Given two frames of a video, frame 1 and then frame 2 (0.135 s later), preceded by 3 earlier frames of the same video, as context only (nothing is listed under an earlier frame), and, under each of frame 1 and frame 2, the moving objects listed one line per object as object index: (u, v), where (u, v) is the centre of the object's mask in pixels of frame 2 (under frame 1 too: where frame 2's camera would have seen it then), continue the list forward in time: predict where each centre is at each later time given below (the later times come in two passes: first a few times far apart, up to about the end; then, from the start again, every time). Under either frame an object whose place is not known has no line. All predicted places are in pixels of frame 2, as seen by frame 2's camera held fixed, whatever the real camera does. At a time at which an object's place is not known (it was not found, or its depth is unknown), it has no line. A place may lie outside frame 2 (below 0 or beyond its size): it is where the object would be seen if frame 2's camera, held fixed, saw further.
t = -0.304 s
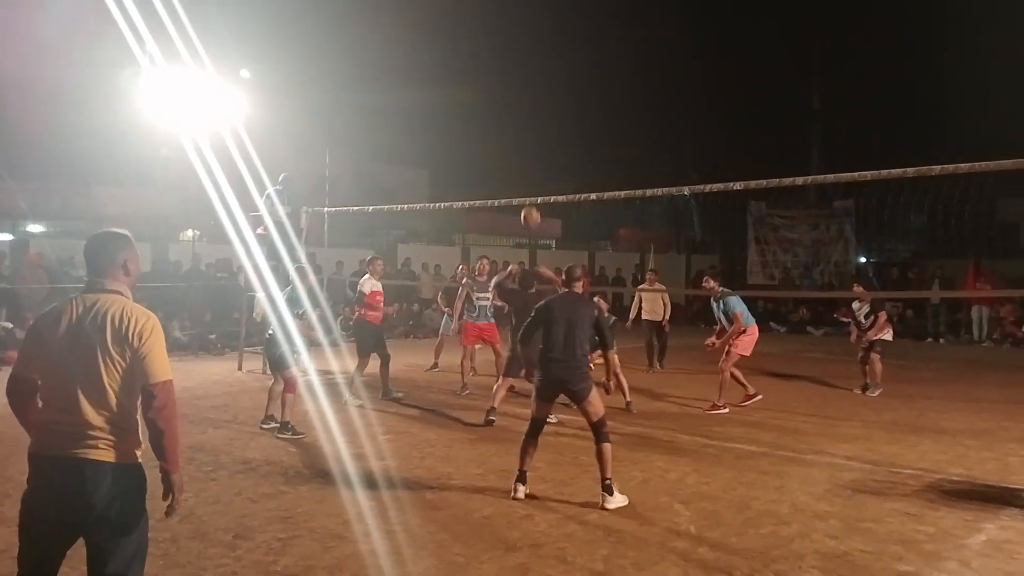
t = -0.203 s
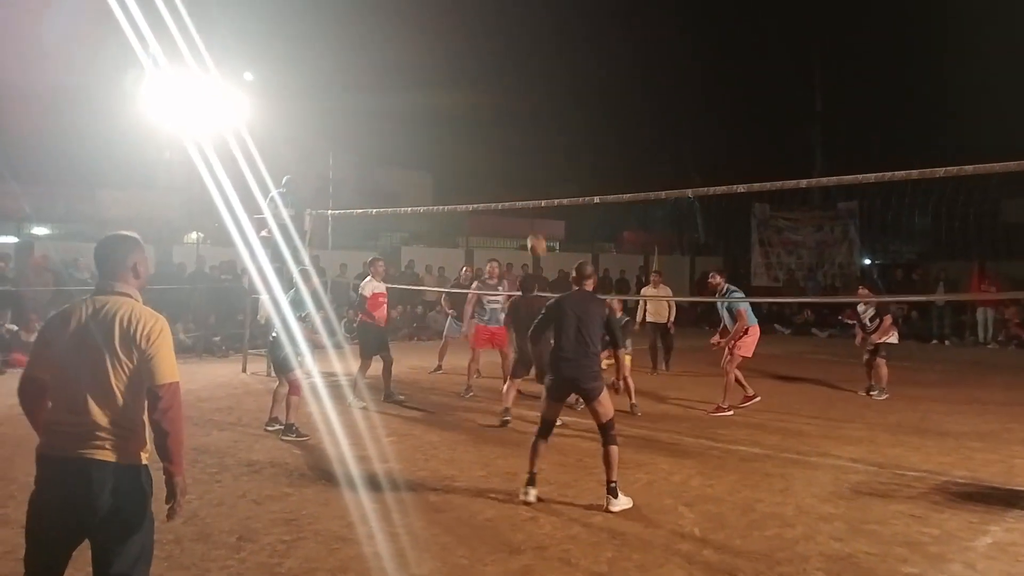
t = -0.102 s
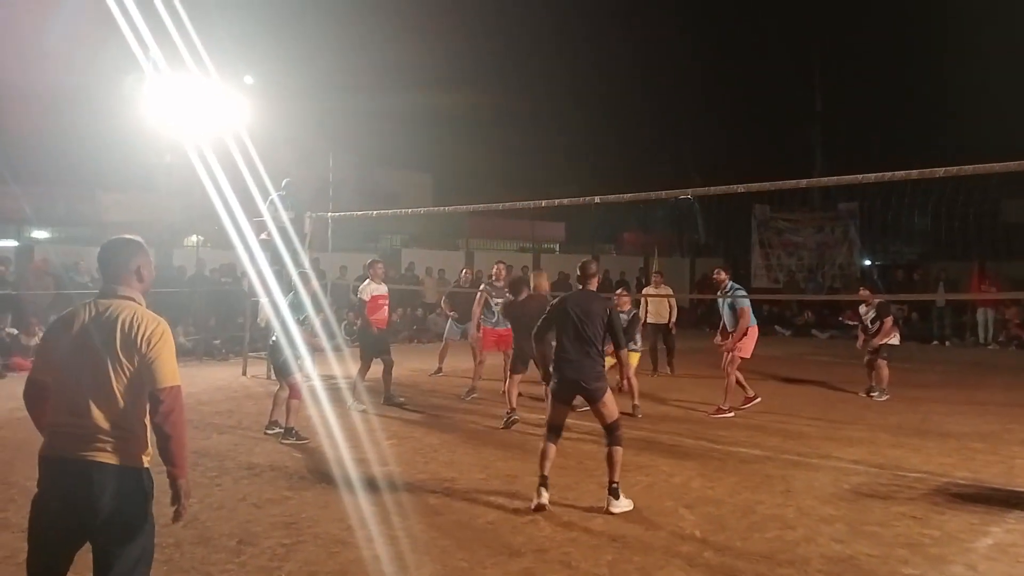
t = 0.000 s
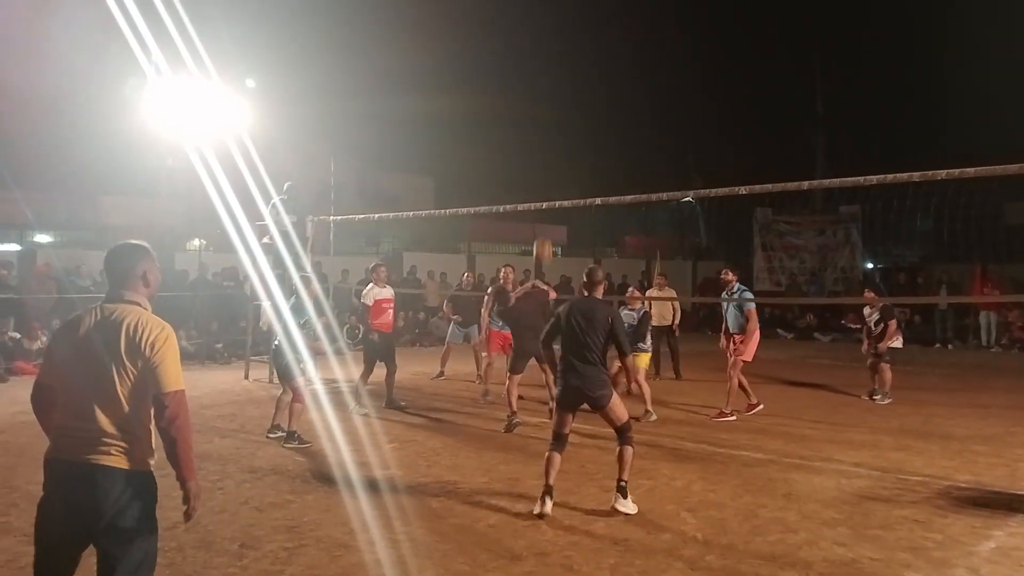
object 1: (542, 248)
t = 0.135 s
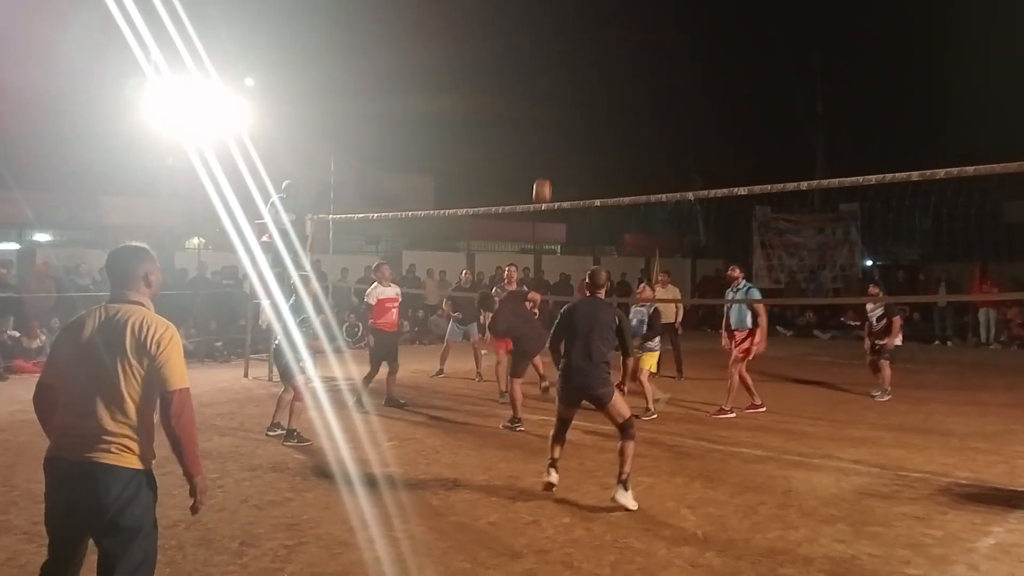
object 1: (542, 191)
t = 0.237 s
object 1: (543, 160)
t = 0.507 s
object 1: (545, 124)
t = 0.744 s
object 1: (547, 141)
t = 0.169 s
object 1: (543, 179)
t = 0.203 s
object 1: (543, 169)
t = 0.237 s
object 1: (543, 160)
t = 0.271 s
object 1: (543, 151)
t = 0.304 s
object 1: (544, 146)
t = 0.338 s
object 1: (544, 139)
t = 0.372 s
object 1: (544, 134)
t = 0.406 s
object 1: (545, 129)
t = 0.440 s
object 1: (545, 127)
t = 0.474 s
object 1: (545, 125)
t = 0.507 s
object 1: (545, 124)
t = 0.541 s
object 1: (545, 124)
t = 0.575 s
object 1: (545, 125)
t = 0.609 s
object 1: (546, 126)
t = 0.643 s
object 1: (547, 129)
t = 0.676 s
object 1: (547, 132)
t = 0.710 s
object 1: (547, 136)
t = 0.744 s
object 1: (547, 141)
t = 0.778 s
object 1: (547, 146)
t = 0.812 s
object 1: (547, 153)
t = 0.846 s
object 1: (547, 161)
